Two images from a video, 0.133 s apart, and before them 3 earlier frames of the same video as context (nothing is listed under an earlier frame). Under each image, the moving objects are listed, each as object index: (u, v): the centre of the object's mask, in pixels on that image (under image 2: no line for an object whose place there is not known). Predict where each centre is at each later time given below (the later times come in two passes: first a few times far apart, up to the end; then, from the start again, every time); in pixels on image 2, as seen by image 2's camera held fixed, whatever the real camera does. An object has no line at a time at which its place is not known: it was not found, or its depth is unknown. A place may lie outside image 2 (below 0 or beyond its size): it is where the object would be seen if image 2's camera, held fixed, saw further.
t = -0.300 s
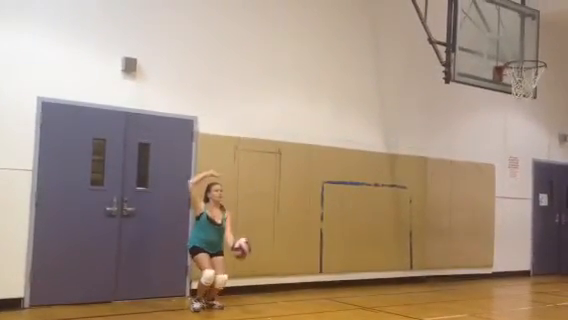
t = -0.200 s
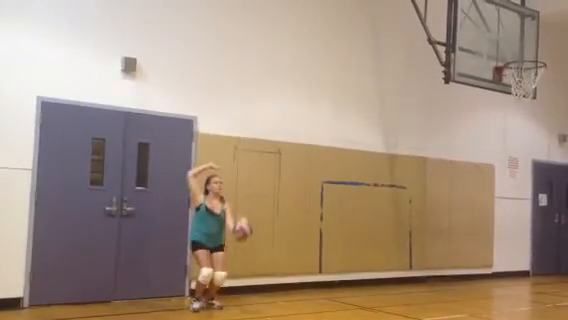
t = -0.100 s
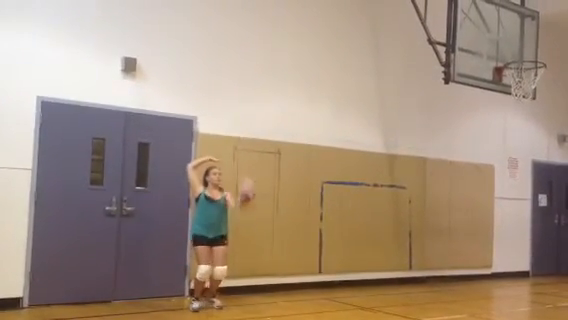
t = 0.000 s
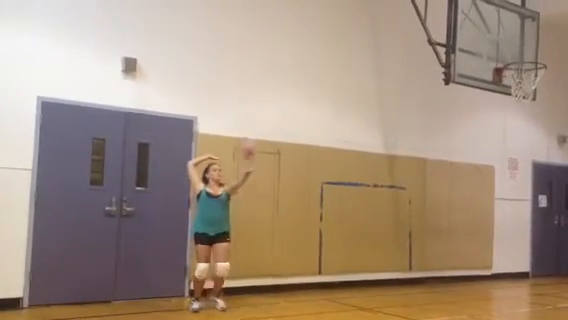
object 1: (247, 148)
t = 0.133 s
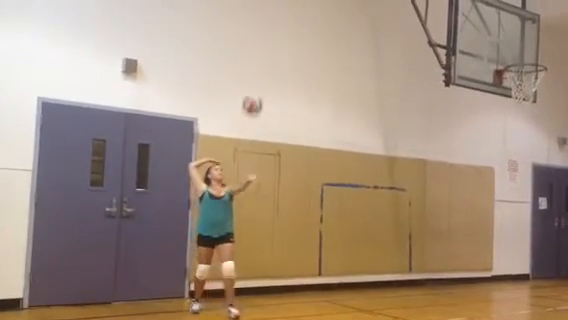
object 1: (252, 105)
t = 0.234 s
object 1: (254, 82)
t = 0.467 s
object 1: (256, 65)
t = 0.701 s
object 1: (256, 99)
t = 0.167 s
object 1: (253, 96)
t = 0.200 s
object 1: (253, 89)
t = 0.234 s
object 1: (254, 82)
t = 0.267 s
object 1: (255, 77)
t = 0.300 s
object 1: (255, 72)
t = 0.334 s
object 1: (255, 70)
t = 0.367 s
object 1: (255, 66)
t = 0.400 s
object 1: (256, 65)
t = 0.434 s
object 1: (256, 65)
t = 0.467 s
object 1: (256, 65)
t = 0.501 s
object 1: (256, 67)
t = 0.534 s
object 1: (256, 70)
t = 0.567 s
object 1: (257, 74)
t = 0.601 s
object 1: (256, 79)
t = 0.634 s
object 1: (257, 85)
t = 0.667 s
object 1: (257, 92)
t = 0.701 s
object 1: (256, 99)
